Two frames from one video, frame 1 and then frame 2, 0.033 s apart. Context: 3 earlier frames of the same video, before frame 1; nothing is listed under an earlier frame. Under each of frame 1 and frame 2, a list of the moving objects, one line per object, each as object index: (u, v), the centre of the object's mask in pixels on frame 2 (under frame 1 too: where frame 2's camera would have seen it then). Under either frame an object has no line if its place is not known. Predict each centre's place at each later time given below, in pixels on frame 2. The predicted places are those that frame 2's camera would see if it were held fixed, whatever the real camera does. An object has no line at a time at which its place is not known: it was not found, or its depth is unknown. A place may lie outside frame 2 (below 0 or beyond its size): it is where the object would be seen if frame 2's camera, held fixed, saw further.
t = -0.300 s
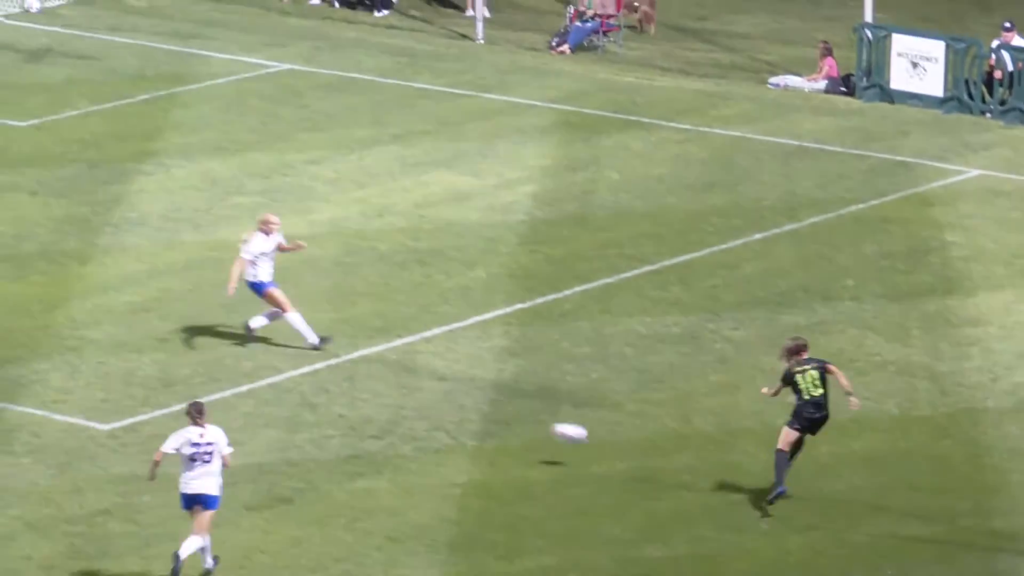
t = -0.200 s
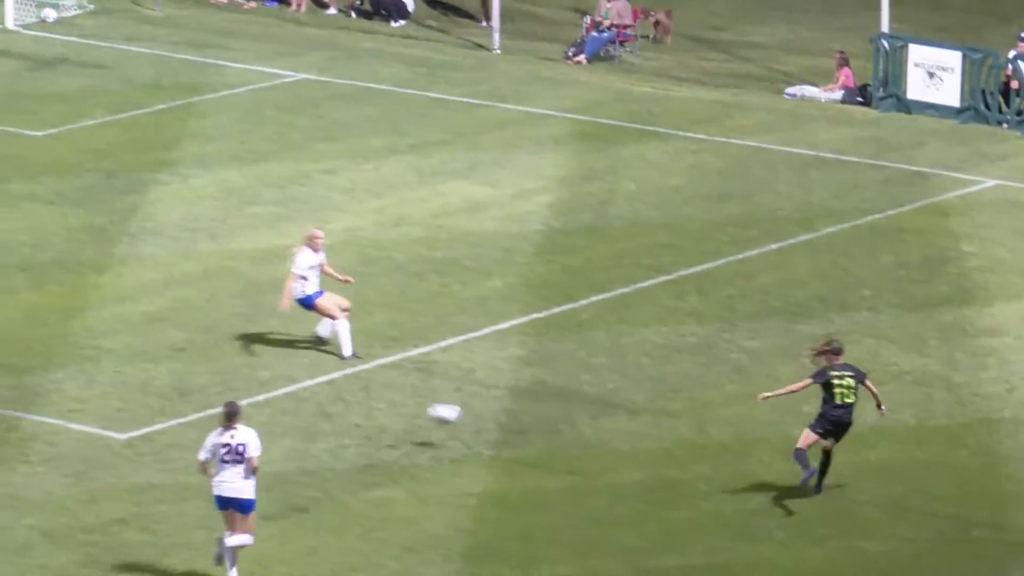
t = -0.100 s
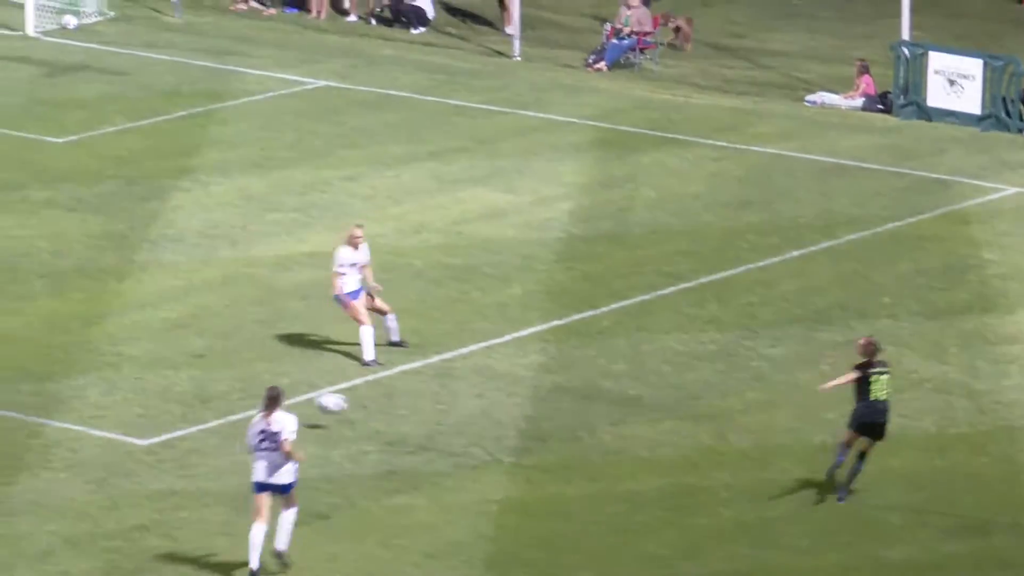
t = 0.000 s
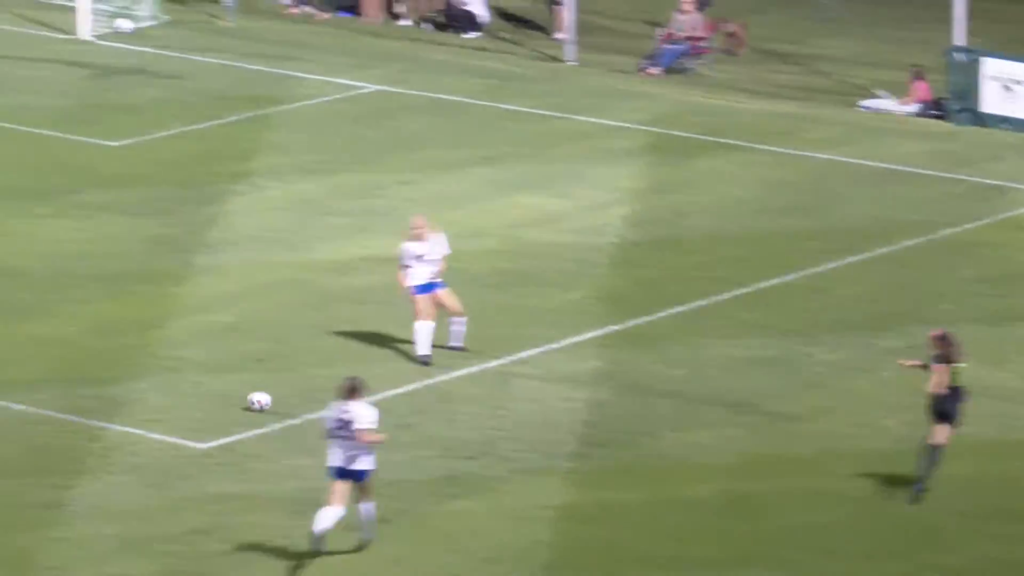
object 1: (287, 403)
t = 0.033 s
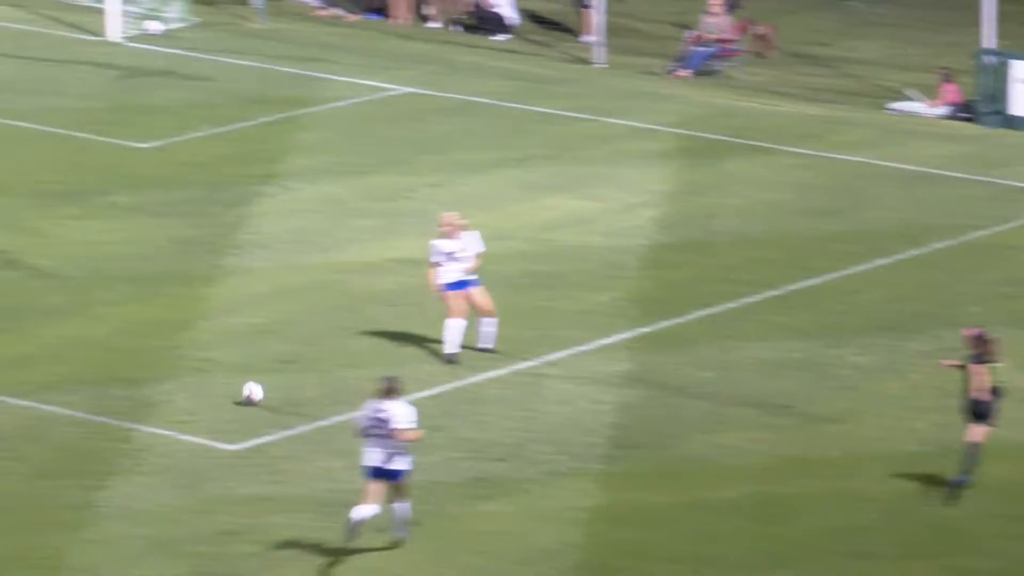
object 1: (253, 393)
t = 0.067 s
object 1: (218, 382)
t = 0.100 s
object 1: (185, 371)
